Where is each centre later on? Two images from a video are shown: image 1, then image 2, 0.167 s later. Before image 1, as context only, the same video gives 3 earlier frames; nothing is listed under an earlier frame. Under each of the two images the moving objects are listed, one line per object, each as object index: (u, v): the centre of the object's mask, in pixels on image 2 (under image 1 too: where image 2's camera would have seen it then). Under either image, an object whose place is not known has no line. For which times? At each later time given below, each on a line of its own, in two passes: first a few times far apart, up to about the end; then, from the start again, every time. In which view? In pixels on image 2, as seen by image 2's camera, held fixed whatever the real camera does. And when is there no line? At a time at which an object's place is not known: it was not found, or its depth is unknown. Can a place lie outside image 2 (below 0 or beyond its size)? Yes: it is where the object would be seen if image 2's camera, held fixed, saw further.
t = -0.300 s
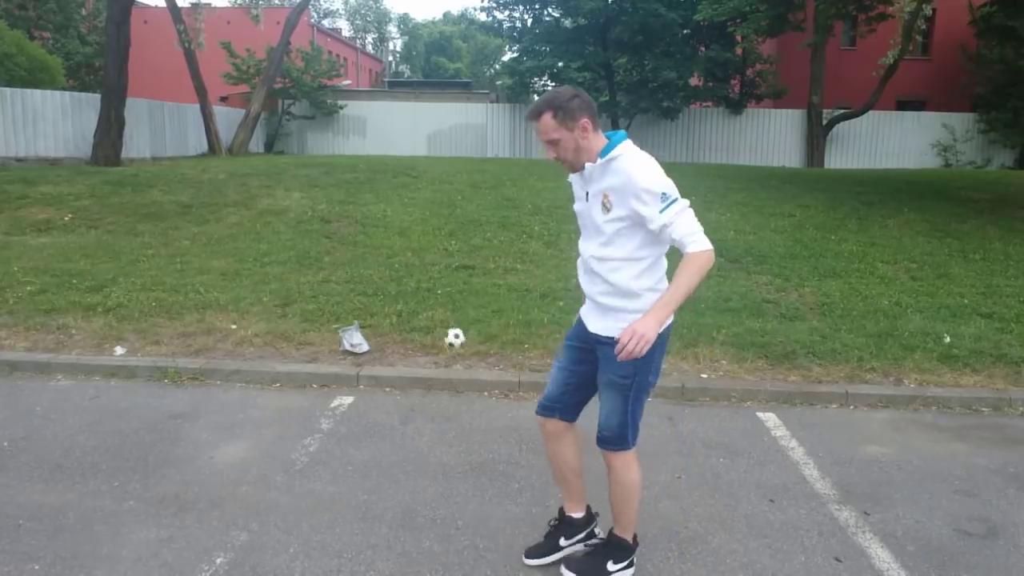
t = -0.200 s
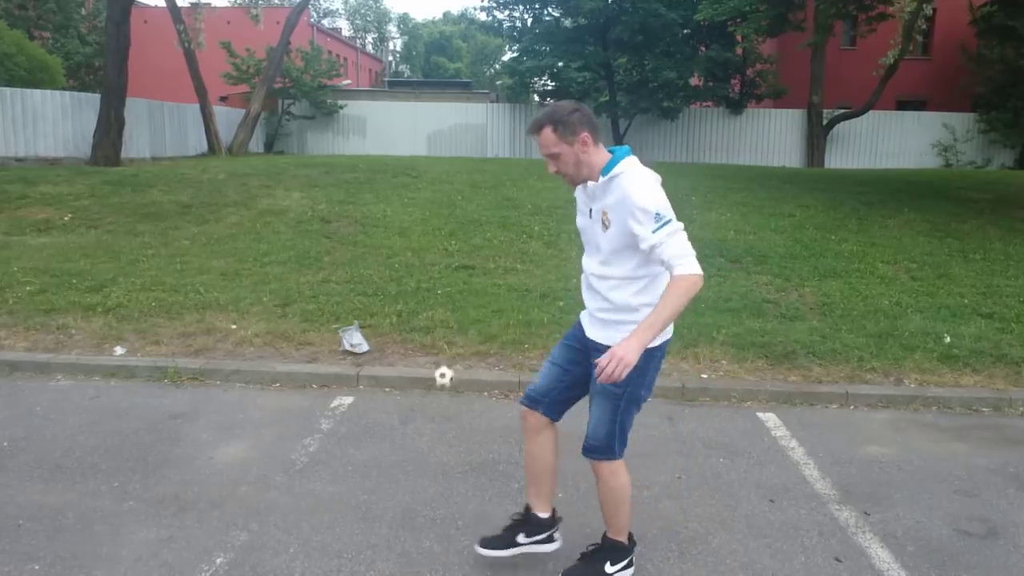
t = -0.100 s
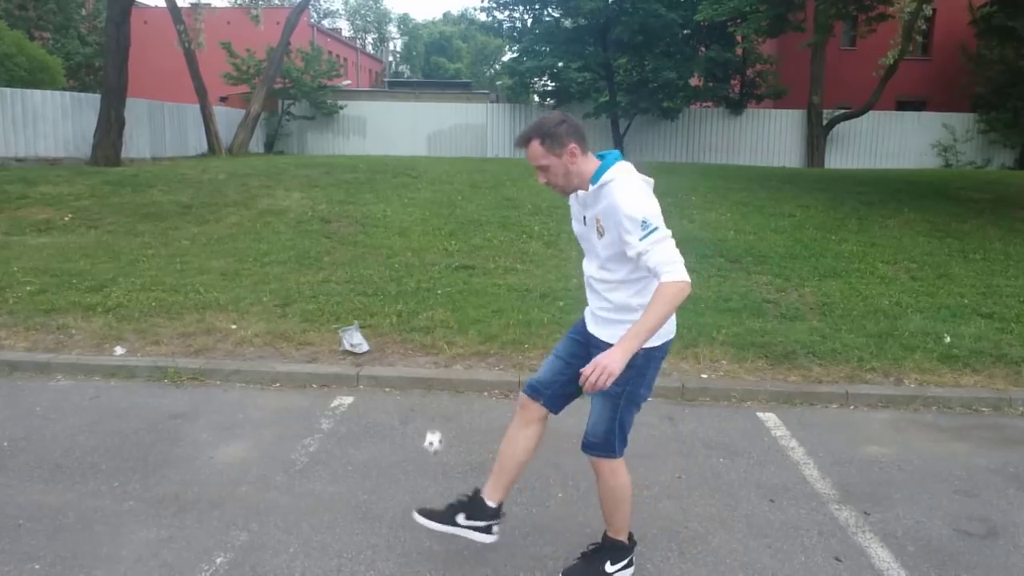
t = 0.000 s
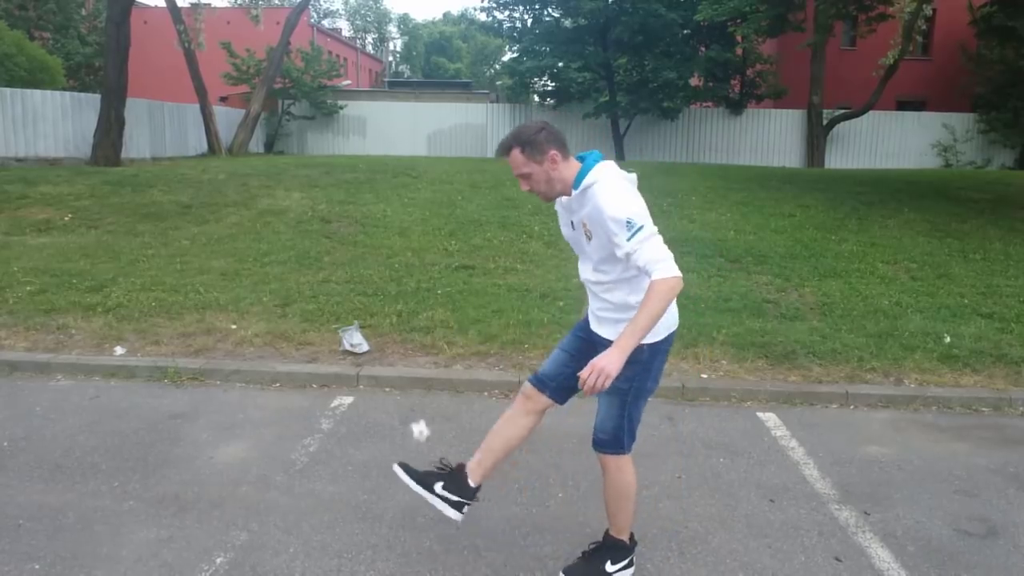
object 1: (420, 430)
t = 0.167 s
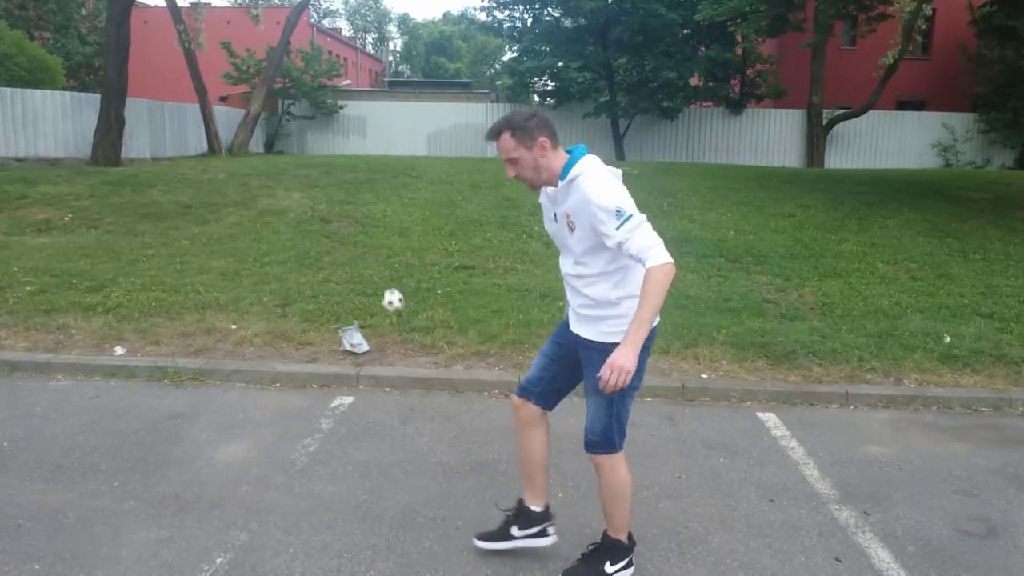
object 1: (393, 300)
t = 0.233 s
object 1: (381, 266)
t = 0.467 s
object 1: (338, 249)
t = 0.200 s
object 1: (387, 282)
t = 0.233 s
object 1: (381, 266)
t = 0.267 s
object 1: (375, 254)
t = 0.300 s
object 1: (369, 245)
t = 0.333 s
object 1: (363, 239)
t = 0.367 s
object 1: (356, 236)
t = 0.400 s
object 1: (351, 237)
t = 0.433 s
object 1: (344, 241)
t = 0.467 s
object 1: (338, 249)
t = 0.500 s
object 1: (332, 261)
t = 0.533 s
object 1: (326, 276)
